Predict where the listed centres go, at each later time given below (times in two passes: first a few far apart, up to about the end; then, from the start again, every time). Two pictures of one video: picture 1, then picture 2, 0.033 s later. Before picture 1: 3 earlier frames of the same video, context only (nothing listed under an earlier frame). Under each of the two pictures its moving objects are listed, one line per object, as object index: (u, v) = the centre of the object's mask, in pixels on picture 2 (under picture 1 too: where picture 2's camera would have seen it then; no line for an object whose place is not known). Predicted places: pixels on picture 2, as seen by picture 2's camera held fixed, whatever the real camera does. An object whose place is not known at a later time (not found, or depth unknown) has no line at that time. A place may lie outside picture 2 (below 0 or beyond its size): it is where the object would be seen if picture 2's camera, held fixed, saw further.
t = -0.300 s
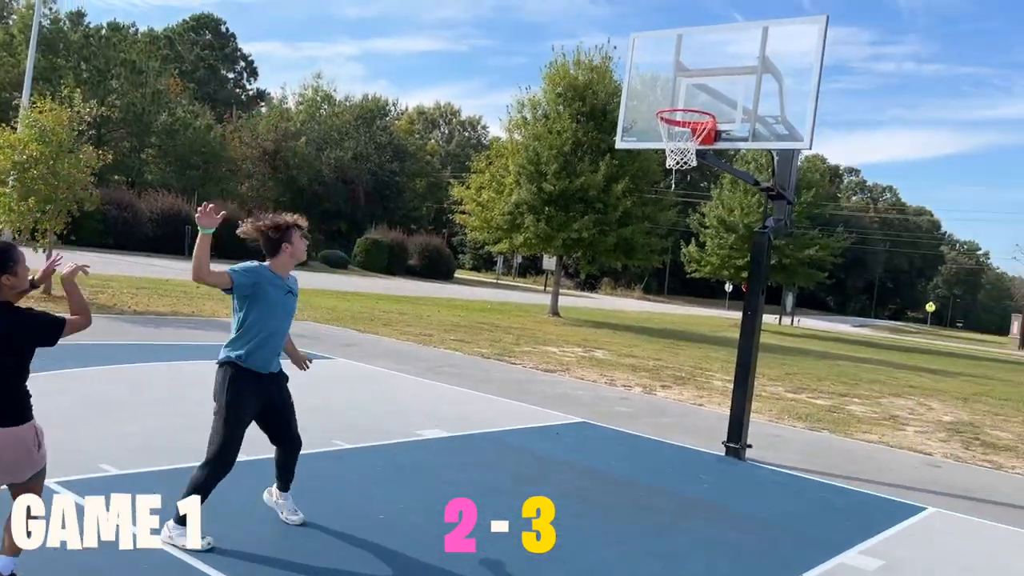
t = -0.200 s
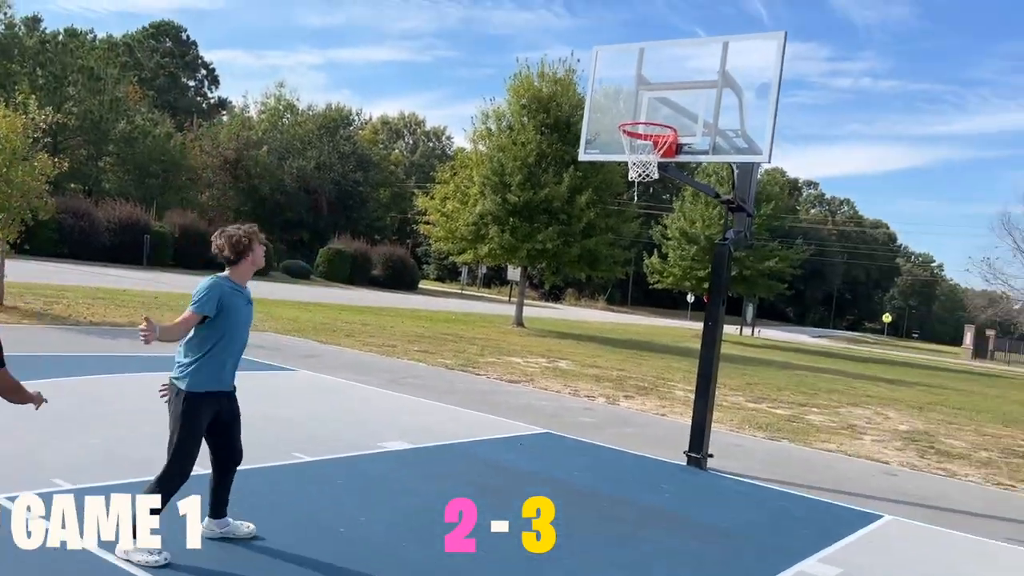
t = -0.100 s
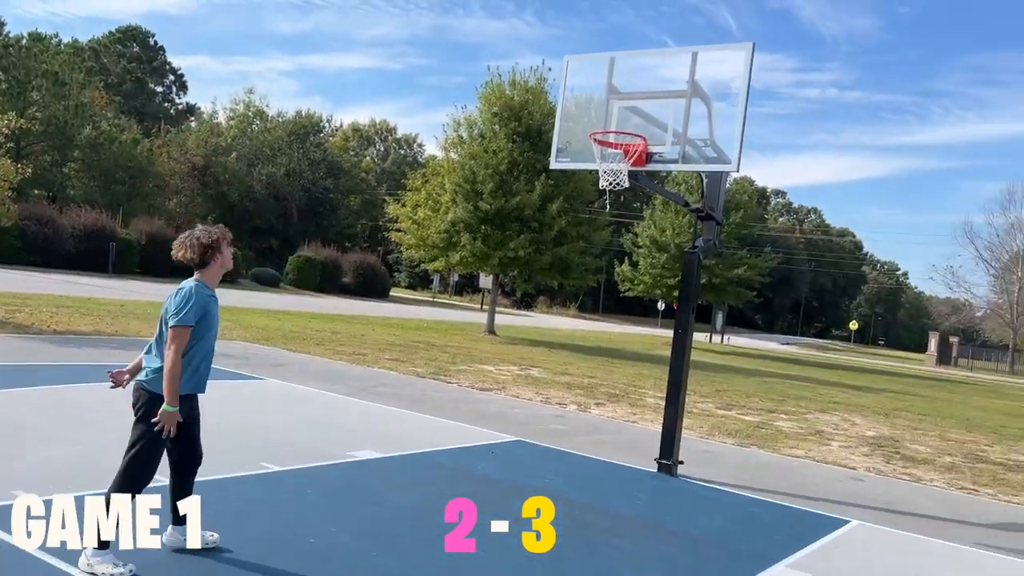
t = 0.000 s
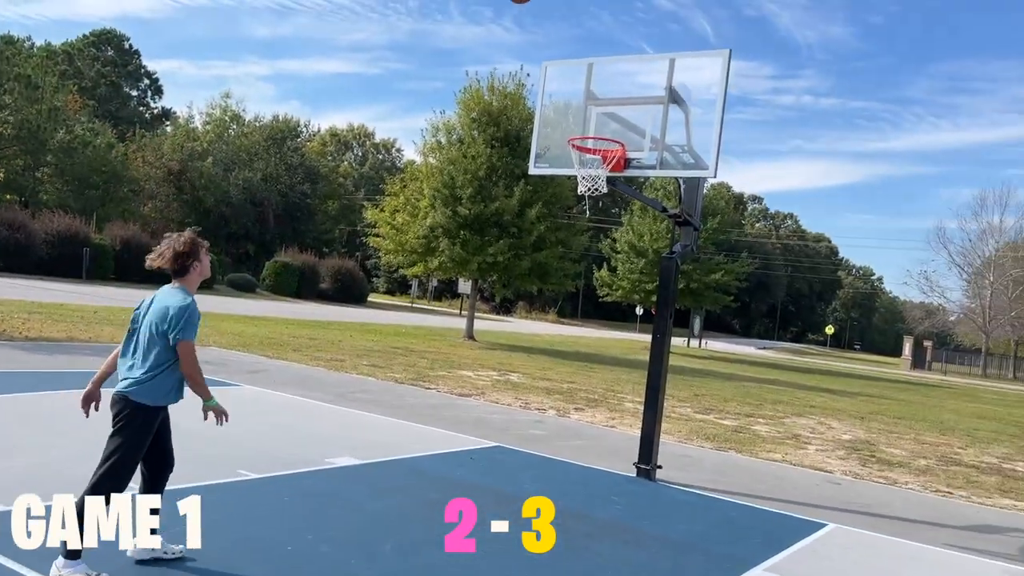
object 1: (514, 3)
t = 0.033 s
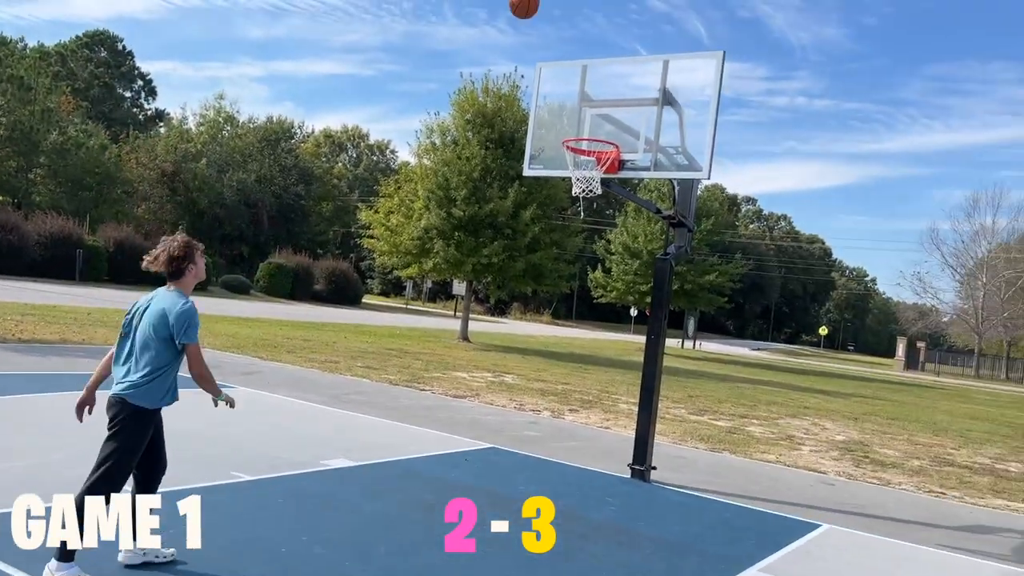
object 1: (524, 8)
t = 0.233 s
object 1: (571, 103)
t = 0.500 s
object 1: (572, 81)
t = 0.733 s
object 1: (535, 61)
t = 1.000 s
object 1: (478, 118)
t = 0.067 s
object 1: (533, 17)
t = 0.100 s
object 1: (541, 33)
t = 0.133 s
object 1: (549, 49)
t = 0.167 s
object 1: (557, 66)
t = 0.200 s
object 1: (564, 84)
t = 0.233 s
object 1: (571, 103)
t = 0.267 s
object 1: (577, 122)
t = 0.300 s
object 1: (582, 137)
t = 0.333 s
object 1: (587, 127)
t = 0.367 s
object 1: (587, 117)
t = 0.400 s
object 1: (584, 107)
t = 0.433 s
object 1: (580, 97)
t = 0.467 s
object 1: (576, 88)
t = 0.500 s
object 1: (572, 81)
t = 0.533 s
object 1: (567, 75)
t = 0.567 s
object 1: (562, 69)
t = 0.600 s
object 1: (557, 65)
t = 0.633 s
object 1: (552, 62)
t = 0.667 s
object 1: (546, 60)
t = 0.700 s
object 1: (541, 60)
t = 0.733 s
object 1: (535, 61)
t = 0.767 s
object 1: (529, 63)
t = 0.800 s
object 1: (523, 67)
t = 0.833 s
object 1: (516, 72)
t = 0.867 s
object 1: (509, 78)
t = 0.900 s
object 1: (501, 85)
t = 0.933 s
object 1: (494, 95)
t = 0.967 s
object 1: (486, 105)
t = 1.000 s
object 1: (478, 118)
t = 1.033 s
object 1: (470, 133)
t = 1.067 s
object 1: (461, 148)
